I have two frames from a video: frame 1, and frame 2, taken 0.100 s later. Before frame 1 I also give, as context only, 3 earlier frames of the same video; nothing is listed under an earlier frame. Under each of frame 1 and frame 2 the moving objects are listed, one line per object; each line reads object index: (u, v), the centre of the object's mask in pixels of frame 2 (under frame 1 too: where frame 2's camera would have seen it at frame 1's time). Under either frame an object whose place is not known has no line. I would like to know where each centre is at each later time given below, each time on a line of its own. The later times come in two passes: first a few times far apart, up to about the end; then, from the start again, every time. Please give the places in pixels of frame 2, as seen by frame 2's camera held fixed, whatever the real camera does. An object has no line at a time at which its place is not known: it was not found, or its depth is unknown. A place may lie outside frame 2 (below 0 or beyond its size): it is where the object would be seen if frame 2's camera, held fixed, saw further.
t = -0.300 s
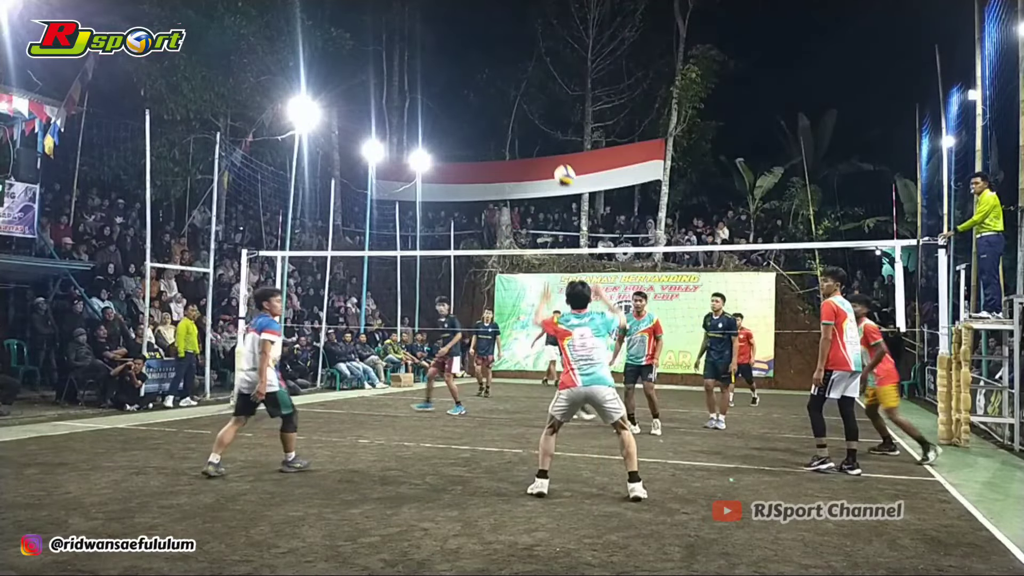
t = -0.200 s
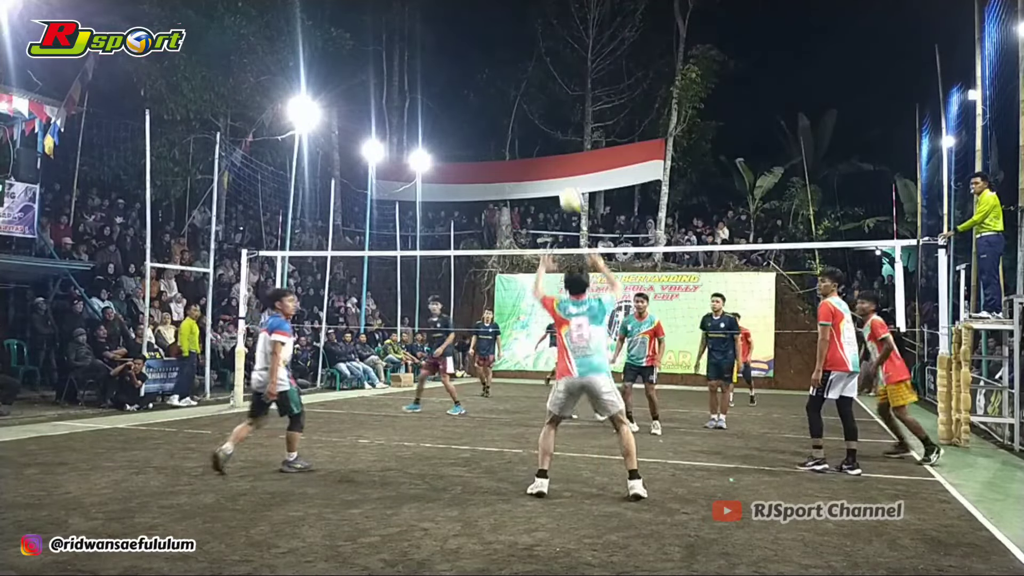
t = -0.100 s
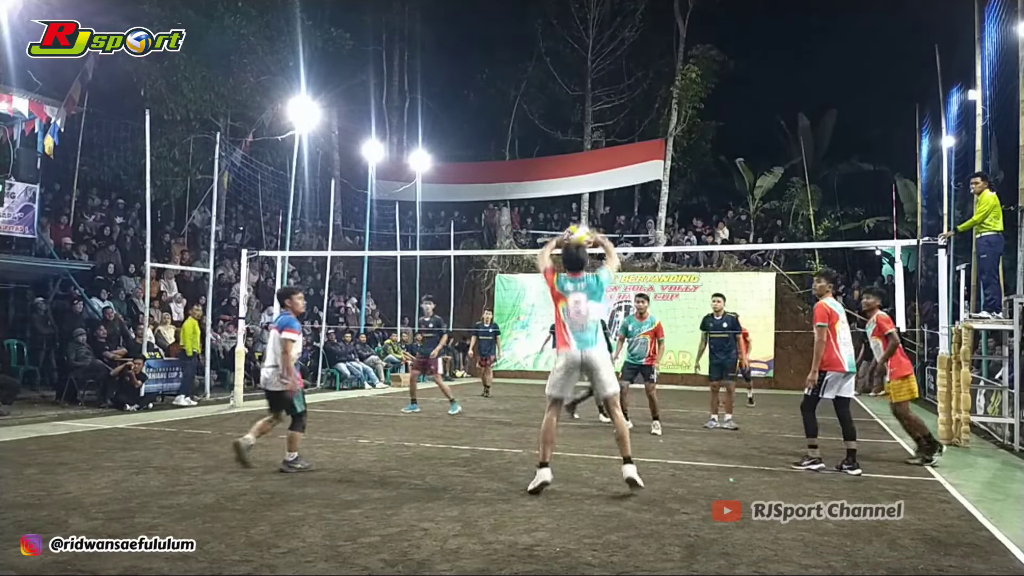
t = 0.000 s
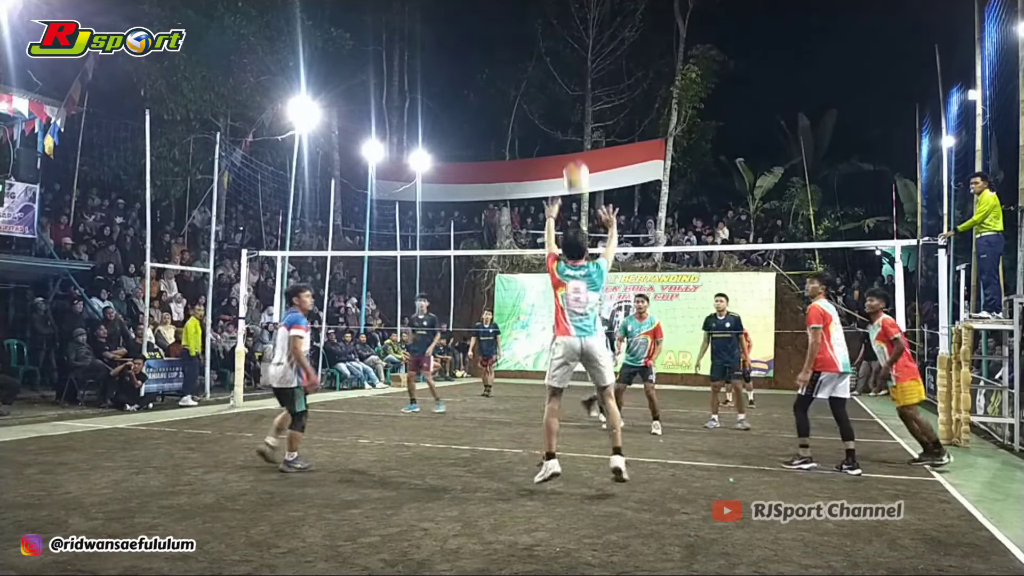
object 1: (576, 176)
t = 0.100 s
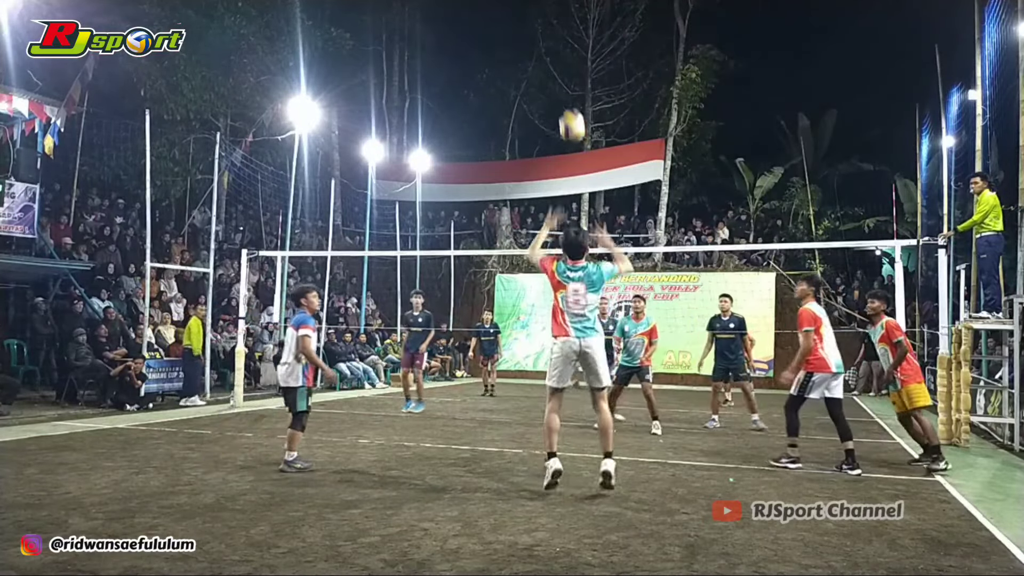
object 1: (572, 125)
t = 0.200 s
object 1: (567, 87)
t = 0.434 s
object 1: (555, 46)
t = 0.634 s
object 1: (546, 55)
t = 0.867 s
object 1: (536, 106)
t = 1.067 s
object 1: (529, 176)
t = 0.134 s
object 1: (570, 111)
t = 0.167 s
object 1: (569, 98)
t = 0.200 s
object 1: (567, 87)
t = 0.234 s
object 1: (565, 78)
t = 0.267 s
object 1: (563, 69)
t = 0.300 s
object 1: (561, 62)
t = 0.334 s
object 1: (560, 56)
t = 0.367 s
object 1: (558, 52)
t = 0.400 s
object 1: (556, 49)
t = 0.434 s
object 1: (555, 46)
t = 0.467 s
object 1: (553, 45)
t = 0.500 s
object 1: (552, 45)
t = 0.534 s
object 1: (550, 46)
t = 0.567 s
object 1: (549, 48)
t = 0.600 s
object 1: (547, 51)
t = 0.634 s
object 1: (546, 55)
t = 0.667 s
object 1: (545, 60)
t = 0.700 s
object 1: (543, 65)
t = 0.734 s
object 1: (542, 72)
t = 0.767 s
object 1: (540, 79)
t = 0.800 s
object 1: (539, 87)
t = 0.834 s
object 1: (538, 96)
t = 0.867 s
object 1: (536, 106)
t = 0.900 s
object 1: (535, 116)
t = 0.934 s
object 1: (534, 127)
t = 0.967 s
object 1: (532, 139)
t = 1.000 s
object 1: (531, 150)
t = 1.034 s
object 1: (530, 163)
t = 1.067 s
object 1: (529, 176)
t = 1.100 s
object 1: (528, 190)
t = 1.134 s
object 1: (526, 206)
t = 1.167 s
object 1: (525, 220)
